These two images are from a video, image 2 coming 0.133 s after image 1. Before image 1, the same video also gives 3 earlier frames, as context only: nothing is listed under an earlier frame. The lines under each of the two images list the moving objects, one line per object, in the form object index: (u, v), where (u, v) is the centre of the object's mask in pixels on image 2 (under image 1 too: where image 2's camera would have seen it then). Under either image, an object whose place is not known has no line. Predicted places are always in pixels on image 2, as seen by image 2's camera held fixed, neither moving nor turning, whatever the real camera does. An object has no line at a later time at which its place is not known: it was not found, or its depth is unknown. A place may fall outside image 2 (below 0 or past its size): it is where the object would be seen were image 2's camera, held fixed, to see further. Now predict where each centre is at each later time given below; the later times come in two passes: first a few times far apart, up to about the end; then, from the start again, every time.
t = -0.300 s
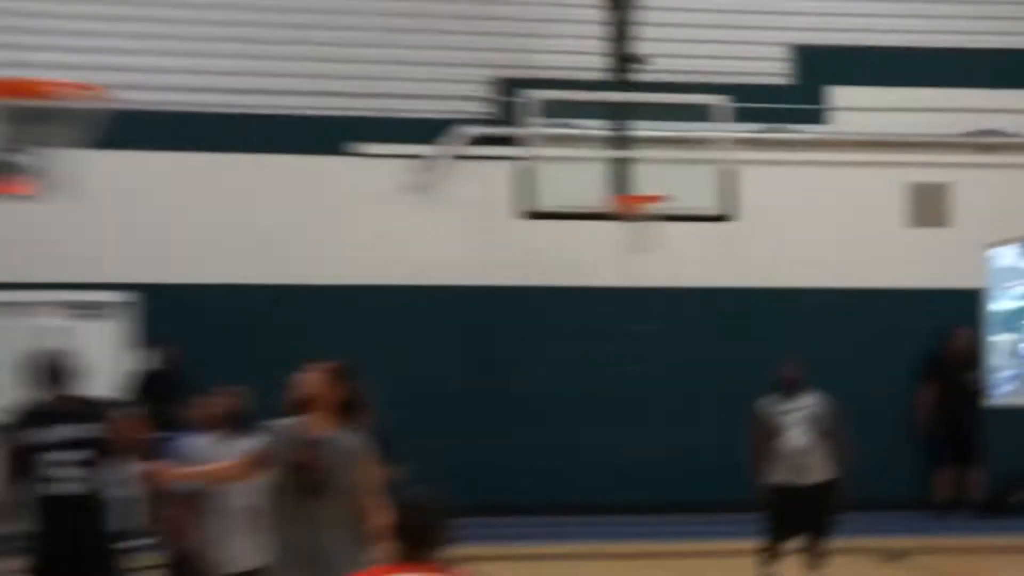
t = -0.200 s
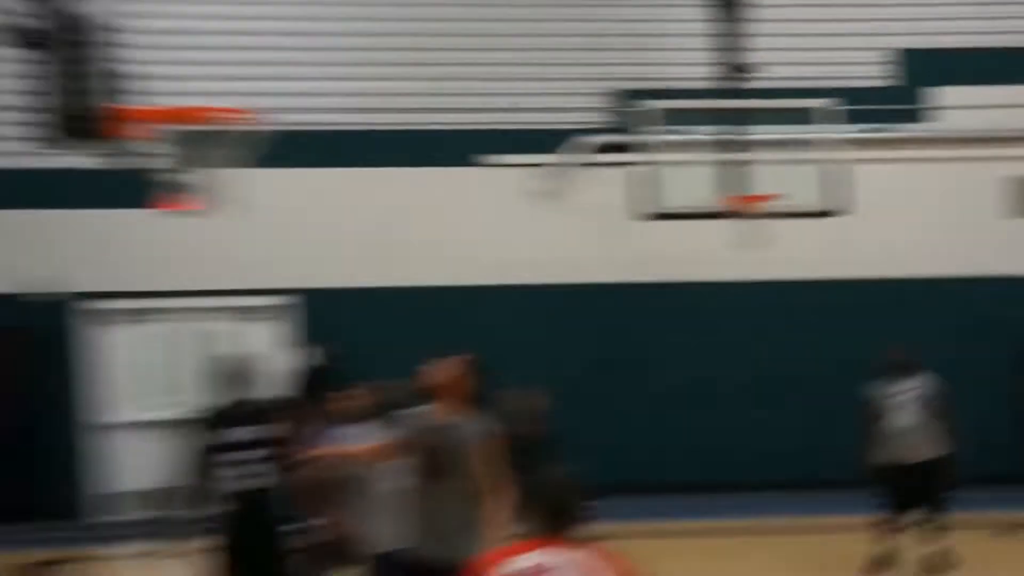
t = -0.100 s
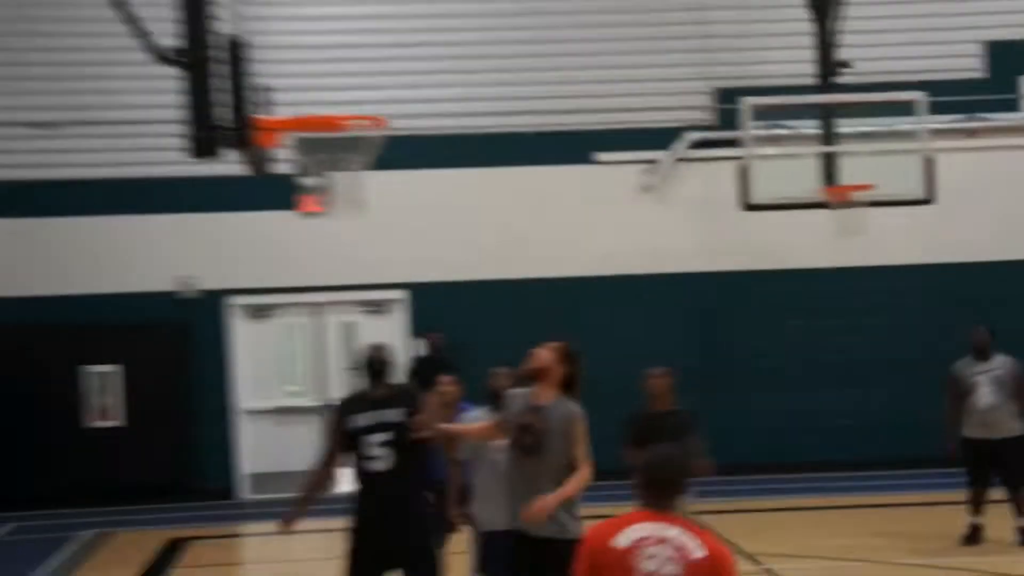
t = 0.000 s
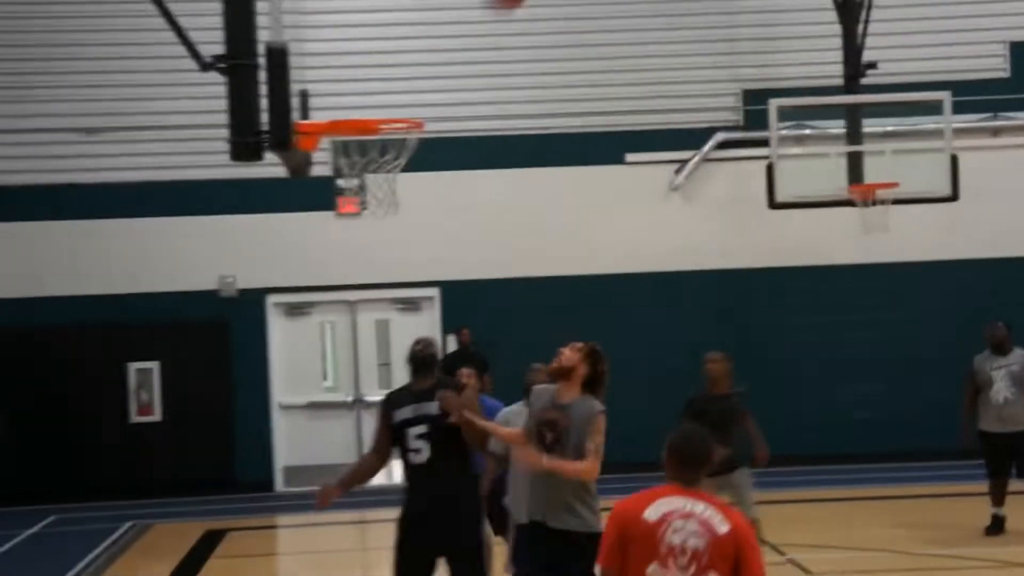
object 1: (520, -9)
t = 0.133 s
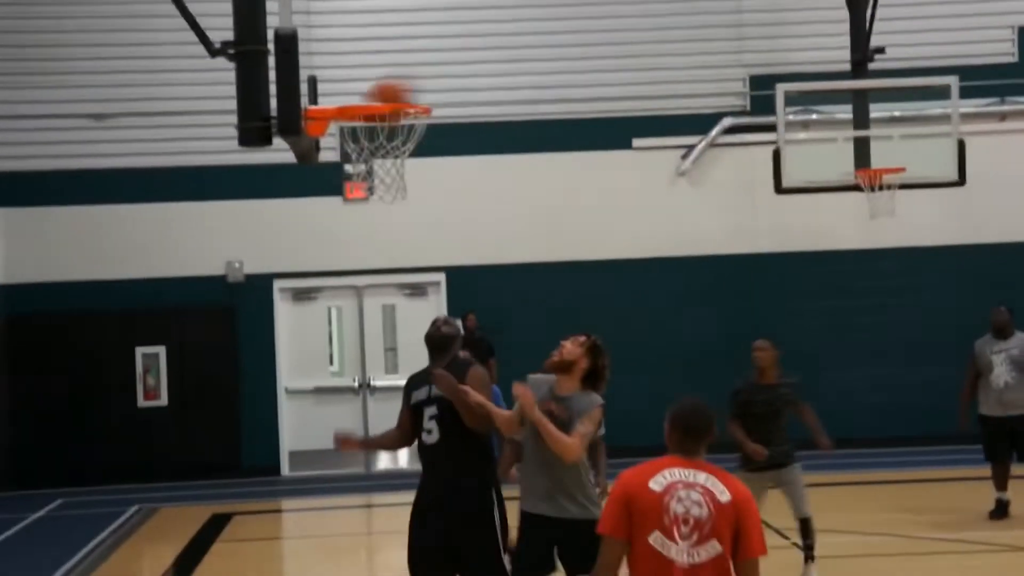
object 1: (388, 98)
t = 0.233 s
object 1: (347, 149)
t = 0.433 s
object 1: (383, 192)
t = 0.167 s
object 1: (369, 128)
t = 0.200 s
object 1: (356, 140)
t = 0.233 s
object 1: (347, 149)
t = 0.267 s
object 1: (348, 156)
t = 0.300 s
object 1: (356, 172)
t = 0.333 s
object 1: (362, 174)
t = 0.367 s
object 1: (368, 177)
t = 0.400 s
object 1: (375, 182)
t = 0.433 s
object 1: (383, 192)
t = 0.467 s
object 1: (392, 207)
